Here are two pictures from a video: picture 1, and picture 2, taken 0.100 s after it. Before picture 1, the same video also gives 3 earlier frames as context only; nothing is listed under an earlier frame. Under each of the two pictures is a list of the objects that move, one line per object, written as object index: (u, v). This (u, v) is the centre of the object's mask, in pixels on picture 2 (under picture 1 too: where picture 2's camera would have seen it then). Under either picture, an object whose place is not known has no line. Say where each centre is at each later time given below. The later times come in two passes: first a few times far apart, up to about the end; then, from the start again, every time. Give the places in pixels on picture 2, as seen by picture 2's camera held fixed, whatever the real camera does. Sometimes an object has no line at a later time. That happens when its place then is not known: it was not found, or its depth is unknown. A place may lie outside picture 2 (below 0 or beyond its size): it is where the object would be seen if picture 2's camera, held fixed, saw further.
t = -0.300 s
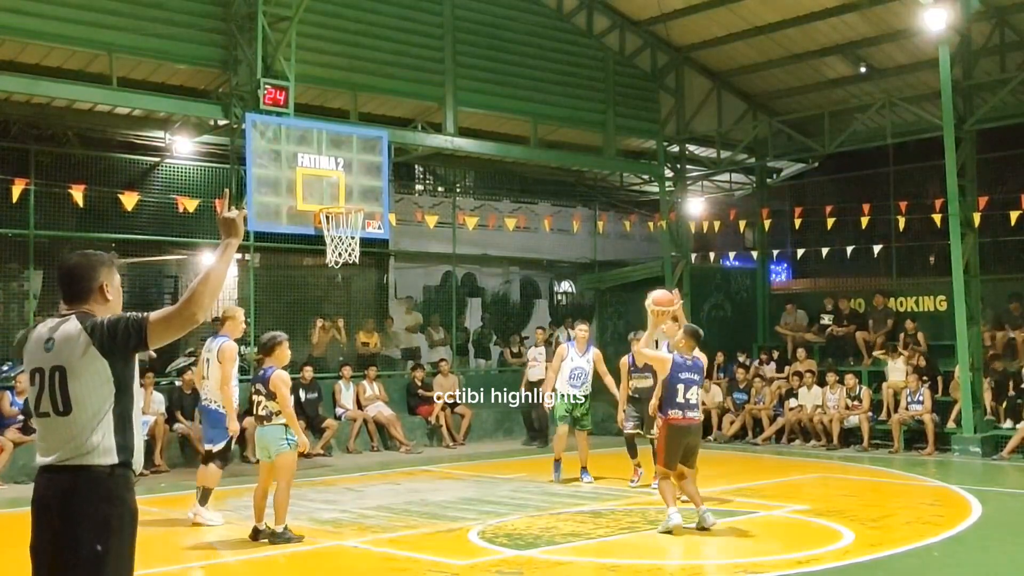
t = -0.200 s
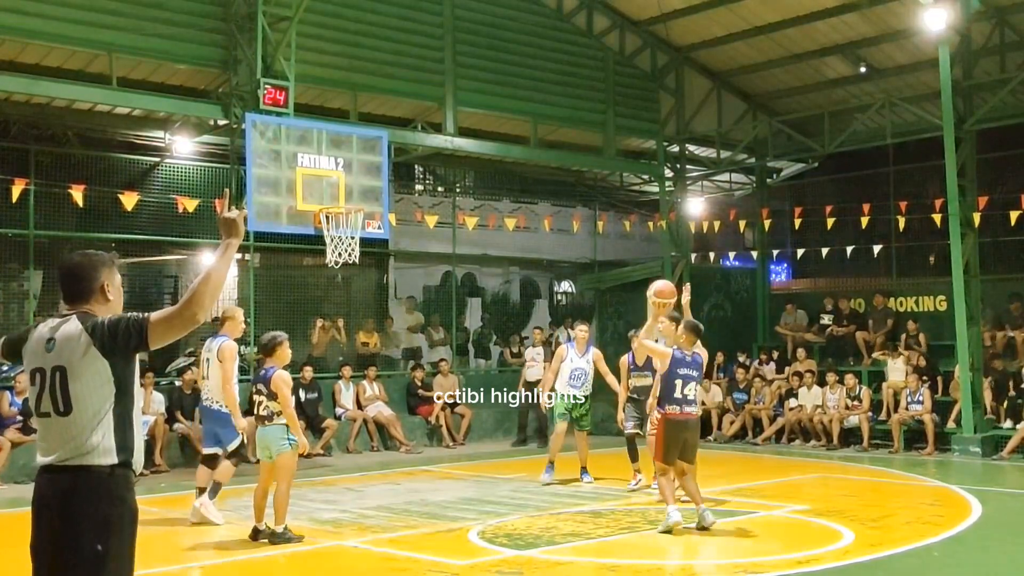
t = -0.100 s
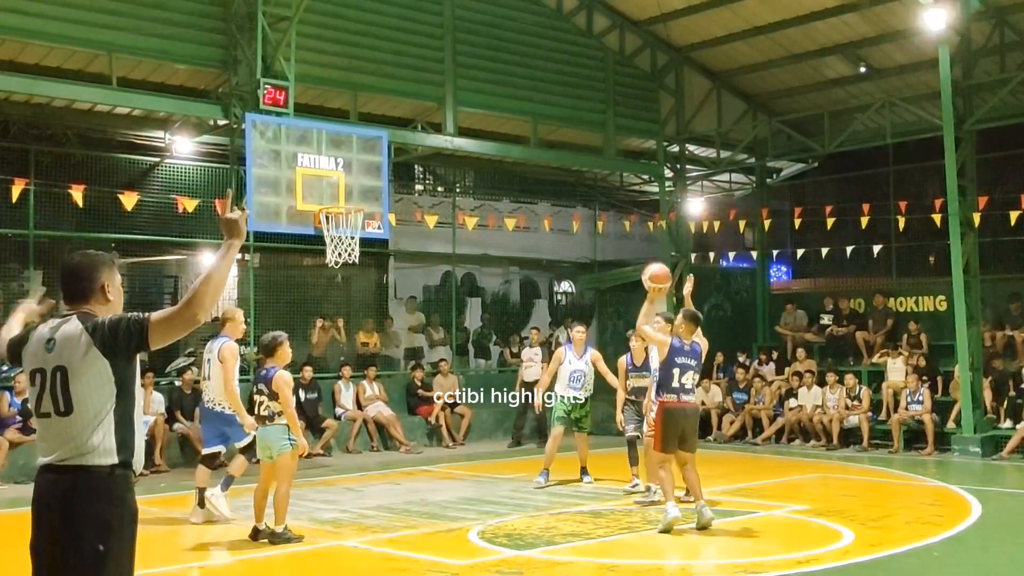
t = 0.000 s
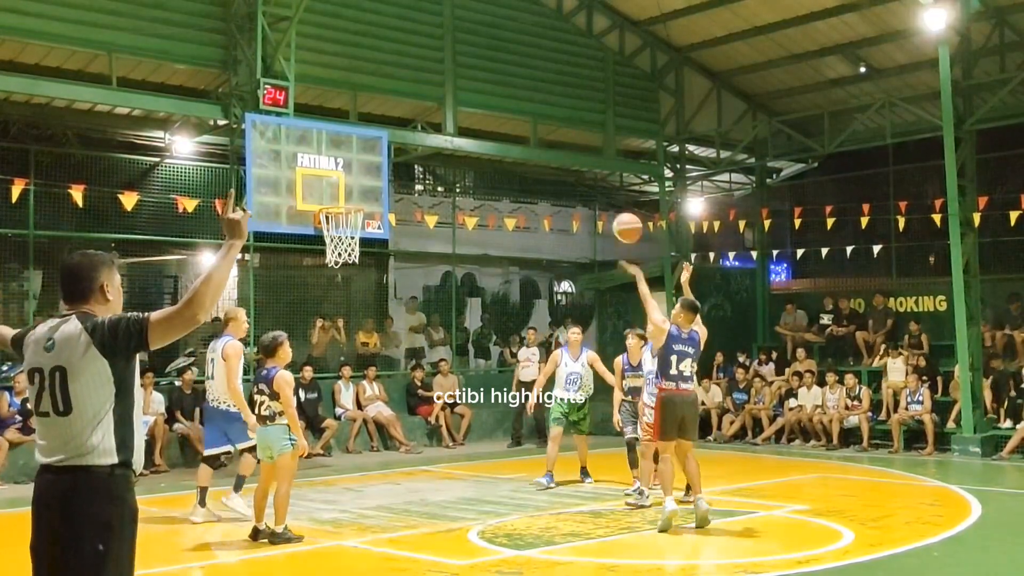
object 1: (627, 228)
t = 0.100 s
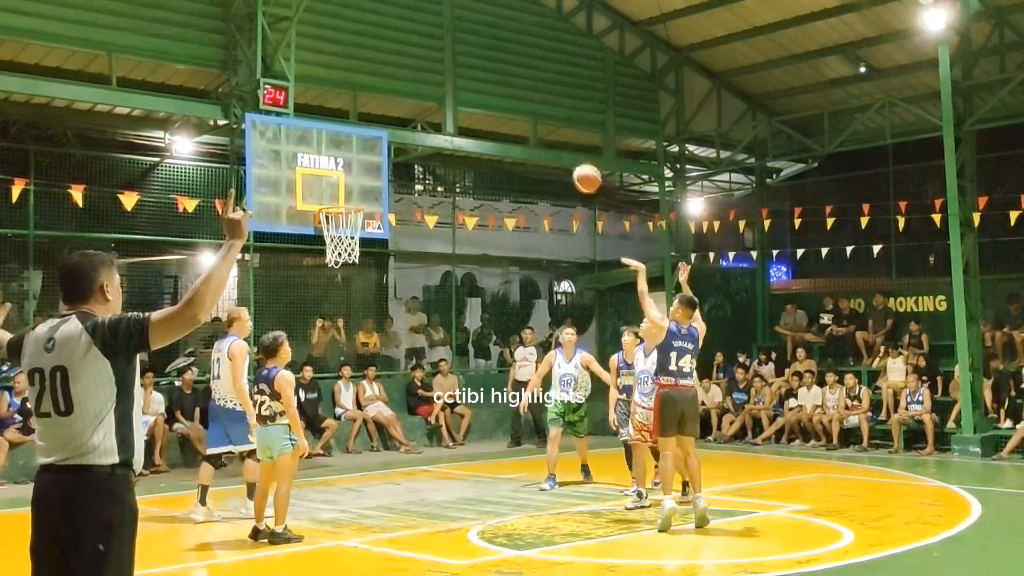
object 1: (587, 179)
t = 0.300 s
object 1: (516, 119)
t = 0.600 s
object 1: (427, 115)
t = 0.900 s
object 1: (354, 190)
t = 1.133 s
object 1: (307, 163)
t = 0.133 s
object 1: (574, 166)
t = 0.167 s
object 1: (562, 154)
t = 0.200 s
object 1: (550, 143)
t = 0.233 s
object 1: (538, 134)
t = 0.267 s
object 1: (527, 126)
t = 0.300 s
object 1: (516, 119)
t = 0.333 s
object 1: (505, 115)
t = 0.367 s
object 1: (494, 111)
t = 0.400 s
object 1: (484, 107)
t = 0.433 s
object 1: (474, 107)
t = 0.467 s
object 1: (464, 106)
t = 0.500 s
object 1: (455, 106)
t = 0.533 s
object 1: (445, 109)
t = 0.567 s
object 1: (435, 112)
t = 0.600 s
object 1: (427, 115)
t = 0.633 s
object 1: (418, 120)
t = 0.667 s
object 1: (409, 125)
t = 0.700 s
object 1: (401, 132)
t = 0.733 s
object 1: (393, 139)
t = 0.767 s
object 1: (385, 147)
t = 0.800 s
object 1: (377, 156)
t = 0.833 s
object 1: (369, 165)
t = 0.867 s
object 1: (361, 178)
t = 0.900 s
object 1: (354, 190)
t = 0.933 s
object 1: (346, 200)
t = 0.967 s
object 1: (340, 197)
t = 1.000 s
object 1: (333, 188)
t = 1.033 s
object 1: (327, 181)
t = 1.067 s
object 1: (321, 175)
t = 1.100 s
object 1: (314, 169)
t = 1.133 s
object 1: (307, 163)
